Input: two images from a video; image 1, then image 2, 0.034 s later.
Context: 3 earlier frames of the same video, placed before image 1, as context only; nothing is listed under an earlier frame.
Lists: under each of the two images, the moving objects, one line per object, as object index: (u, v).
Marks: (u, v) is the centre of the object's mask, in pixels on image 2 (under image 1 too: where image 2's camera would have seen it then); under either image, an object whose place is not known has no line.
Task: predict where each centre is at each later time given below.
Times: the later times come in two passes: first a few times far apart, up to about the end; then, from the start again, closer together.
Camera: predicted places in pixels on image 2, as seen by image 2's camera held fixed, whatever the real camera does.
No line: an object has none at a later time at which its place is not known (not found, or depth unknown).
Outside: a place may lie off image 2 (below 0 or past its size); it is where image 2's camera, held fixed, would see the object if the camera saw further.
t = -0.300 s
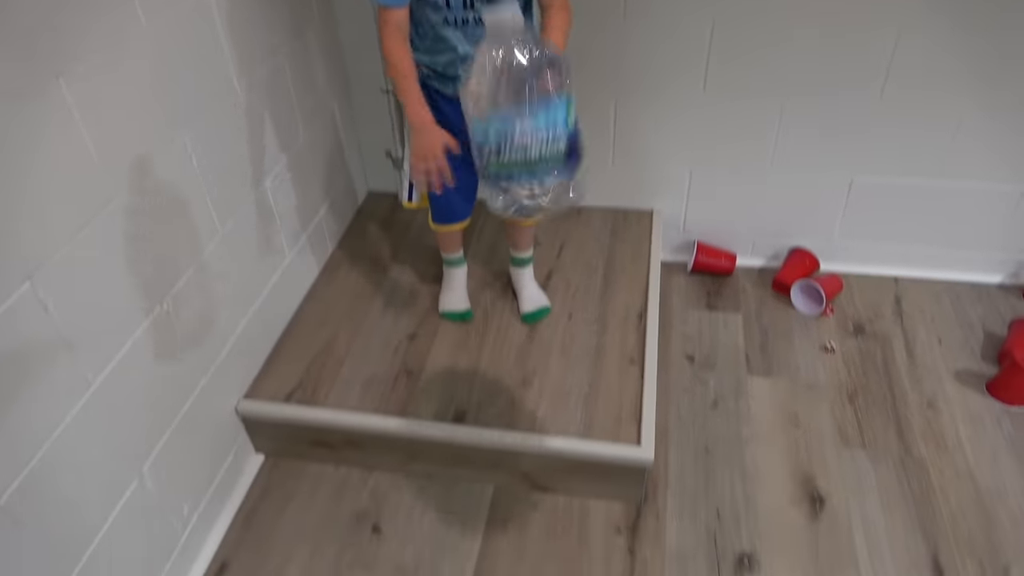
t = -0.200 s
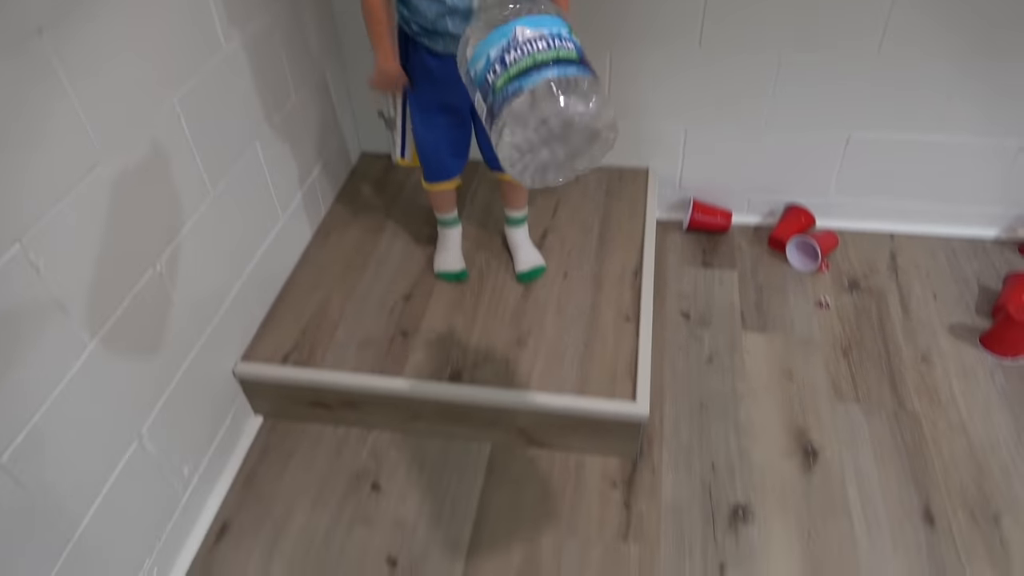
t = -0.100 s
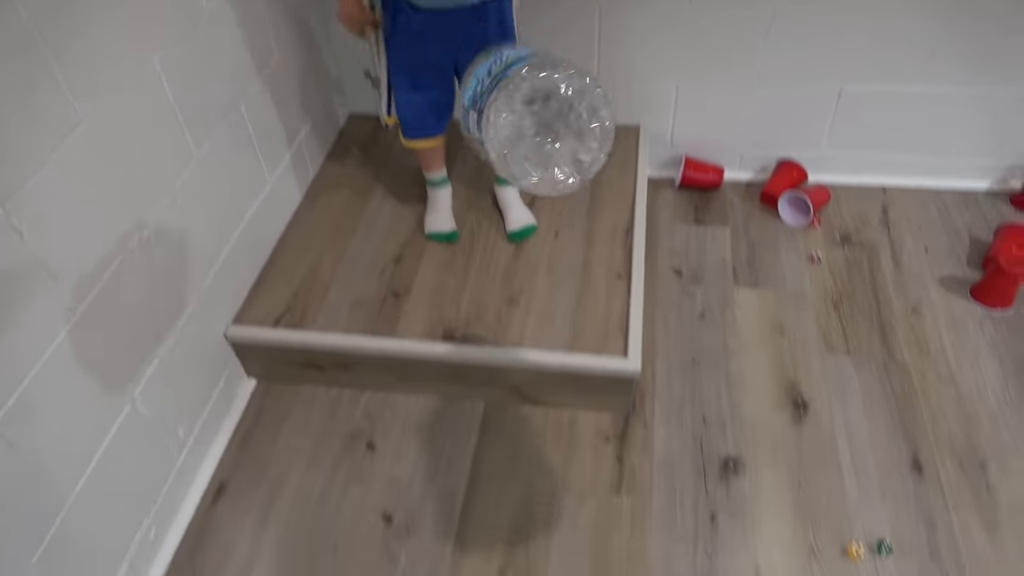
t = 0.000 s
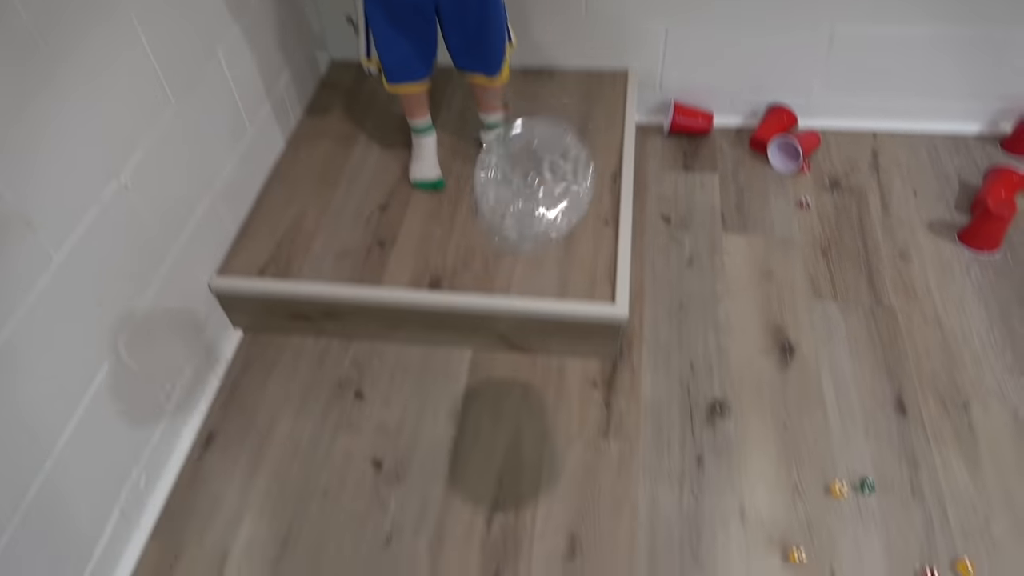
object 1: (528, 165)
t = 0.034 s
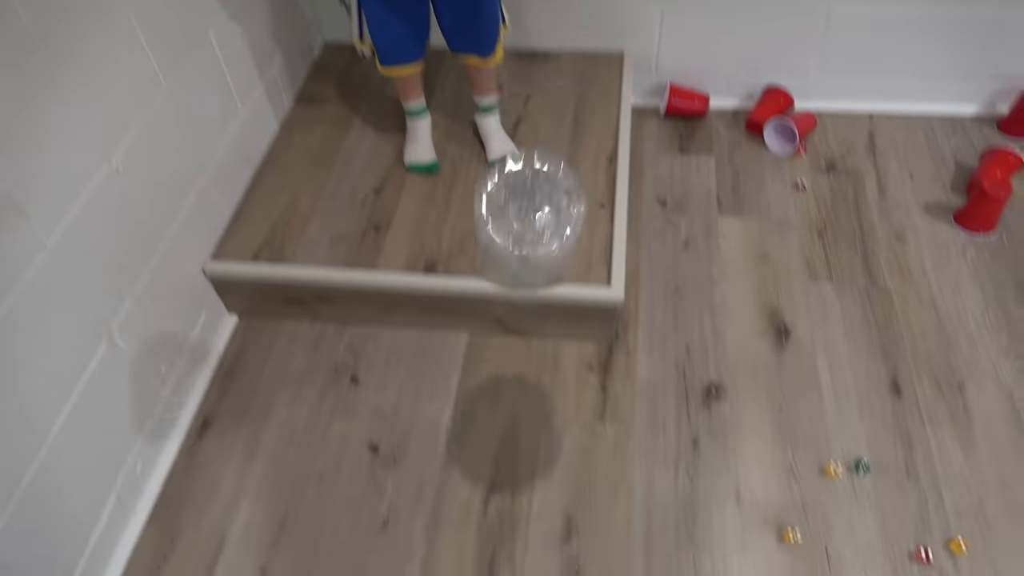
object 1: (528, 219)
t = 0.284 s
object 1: (552, 413)
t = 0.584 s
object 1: (553, 414)
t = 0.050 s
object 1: (529, 250)
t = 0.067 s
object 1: (531, 273)
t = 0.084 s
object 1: (533, 300)
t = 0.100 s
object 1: (534, 324)
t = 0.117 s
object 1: (537, 342)
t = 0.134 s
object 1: (541, 379)
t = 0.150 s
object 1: (542, 400)
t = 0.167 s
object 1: (542, 401)
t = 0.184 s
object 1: (542, 405)
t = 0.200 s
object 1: (544, 408)
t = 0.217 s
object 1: (546, 410)
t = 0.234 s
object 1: (547, 412)
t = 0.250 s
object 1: (549, 413)
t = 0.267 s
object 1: (550, 413)
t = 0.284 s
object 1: (552, 413)
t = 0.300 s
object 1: (552, 414)
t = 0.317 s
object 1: (553, 414)
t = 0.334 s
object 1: (554, 415)
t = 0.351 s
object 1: (556, 415)
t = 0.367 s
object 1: (556, 415)
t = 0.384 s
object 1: (556, 415)
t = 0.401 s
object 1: (555, 415)
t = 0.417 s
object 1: (554, 414)
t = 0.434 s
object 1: (553, 414)
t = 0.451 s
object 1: (552, 413)
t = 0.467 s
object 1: (552, 412)
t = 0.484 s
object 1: (552, 412)
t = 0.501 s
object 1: (552, 412)
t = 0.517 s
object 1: (553, 413)
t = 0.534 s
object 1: (552, 414)
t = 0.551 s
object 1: (553, 414)
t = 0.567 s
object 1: (553, 414)
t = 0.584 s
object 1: (553, 414)
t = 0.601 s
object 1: (553, 414)
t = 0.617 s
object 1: (552, 414)
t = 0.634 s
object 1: (552, 414)
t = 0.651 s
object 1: (553, 414)
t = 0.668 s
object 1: (553, 414)
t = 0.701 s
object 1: (553, 414)
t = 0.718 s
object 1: (553, 414)
